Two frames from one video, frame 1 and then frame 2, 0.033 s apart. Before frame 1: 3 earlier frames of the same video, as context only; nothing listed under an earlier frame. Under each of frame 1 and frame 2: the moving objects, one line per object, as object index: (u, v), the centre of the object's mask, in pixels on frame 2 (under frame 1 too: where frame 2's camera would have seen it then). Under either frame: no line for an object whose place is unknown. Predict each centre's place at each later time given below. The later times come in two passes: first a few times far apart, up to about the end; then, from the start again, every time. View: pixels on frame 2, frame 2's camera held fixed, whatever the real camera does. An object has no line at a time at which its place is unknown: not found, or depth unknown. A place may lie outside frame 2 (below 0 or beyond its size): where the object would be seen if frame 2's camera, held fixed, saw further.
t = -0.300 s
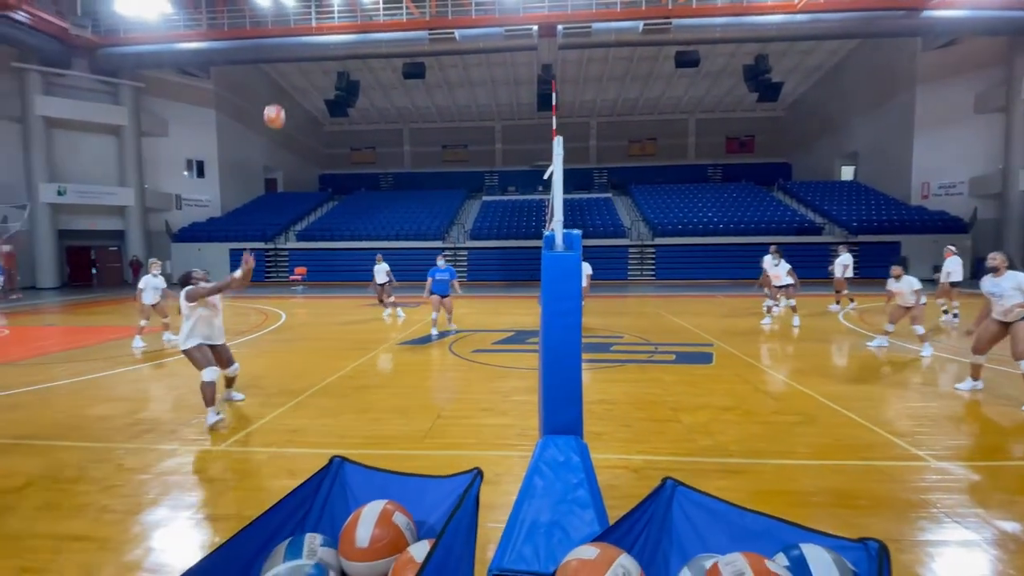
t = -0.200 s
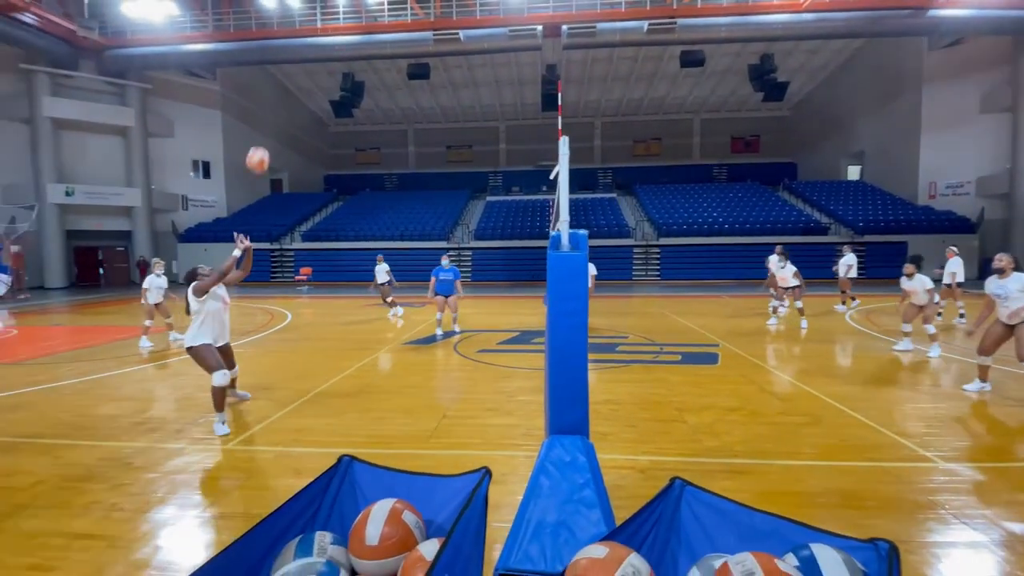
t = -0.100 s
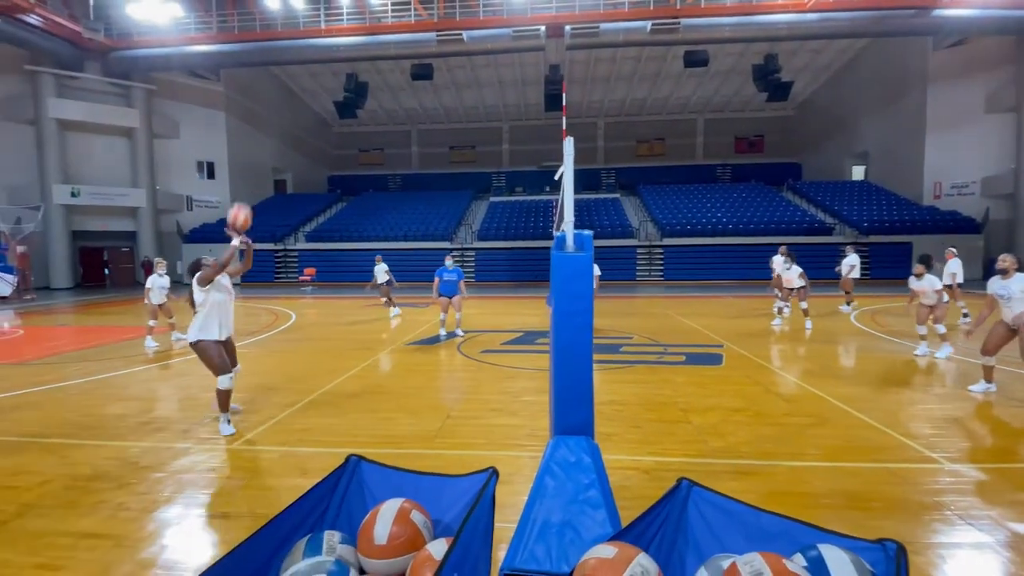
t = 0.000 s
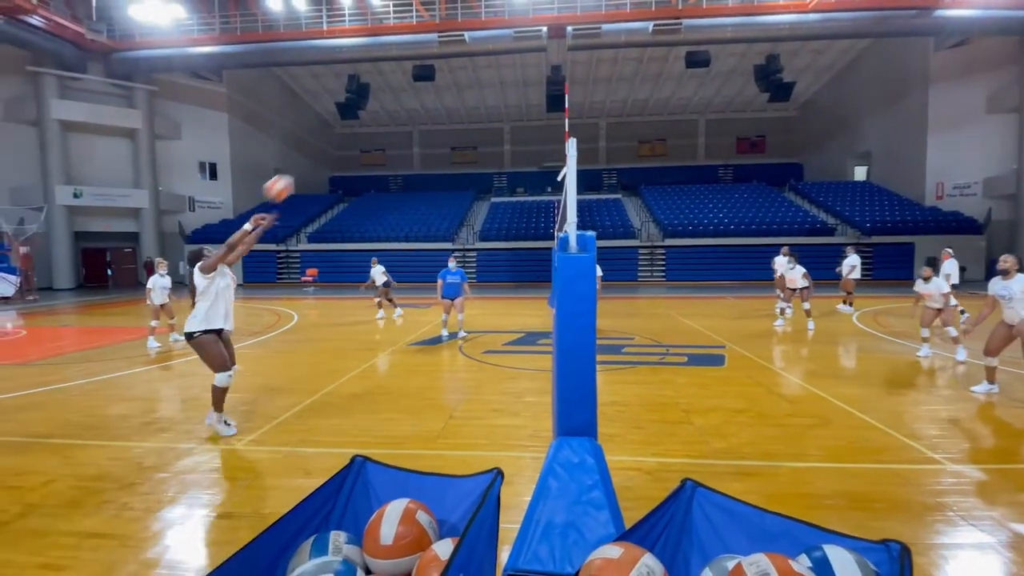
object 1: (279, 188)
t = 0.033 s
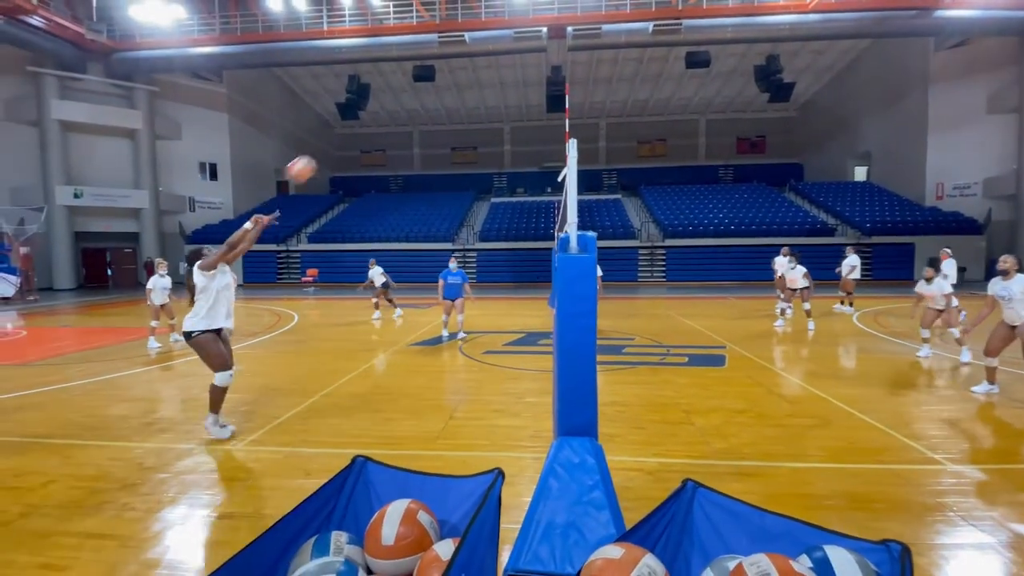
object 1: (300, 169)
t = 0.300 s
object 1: (466, 63)
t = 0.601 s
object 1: (624, 35)
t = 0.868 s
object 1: (743, 78)
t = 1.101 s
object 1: (829, 161)
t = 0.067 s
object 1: (323, 152)
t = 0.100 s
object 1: (344, 136)
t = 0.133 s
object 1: (365, 121)
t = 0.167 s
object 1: (385, 108)
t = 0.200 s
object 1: (407, 95)
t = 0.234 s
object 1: (426, 83)
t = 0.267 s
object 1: (445, 73)
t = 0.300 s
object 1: (466, 63)
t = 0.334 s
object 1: (484, 56)
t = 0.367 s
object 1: (504, 50)
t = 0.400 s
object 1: (522, 44)
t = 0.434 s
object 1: (539, 41)
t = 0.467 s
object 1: (557, 36)
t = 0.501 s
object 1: (574, 34)
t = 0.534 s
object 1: (591, 33)
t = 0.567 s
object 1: (607, 33)
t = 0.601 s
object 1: (624, 35)
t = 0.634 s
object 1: (641, 37)
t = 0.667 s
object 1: (656, 39)
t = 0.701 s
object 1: (671, 43)
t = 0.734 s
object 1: (686, 49)
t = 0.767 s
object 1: (701, 56)
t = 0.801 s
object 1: (715, 62)
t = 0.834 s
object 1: (729, 69)
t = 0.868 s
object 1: (743, 78)
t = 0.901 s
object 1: (755, 89)
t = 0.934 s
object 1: (769, 99)
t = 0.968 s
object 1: (782, 110)
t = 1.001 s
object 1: (795, 121)
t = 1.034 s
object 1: (806, 134)
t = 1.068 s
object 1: (818, 147)
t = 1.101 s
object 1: (829, 161)
